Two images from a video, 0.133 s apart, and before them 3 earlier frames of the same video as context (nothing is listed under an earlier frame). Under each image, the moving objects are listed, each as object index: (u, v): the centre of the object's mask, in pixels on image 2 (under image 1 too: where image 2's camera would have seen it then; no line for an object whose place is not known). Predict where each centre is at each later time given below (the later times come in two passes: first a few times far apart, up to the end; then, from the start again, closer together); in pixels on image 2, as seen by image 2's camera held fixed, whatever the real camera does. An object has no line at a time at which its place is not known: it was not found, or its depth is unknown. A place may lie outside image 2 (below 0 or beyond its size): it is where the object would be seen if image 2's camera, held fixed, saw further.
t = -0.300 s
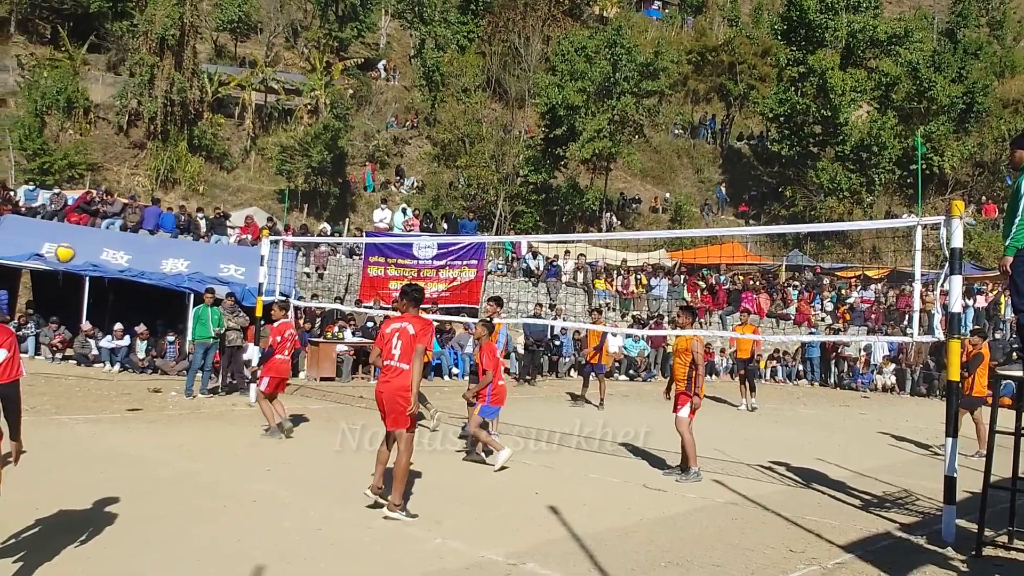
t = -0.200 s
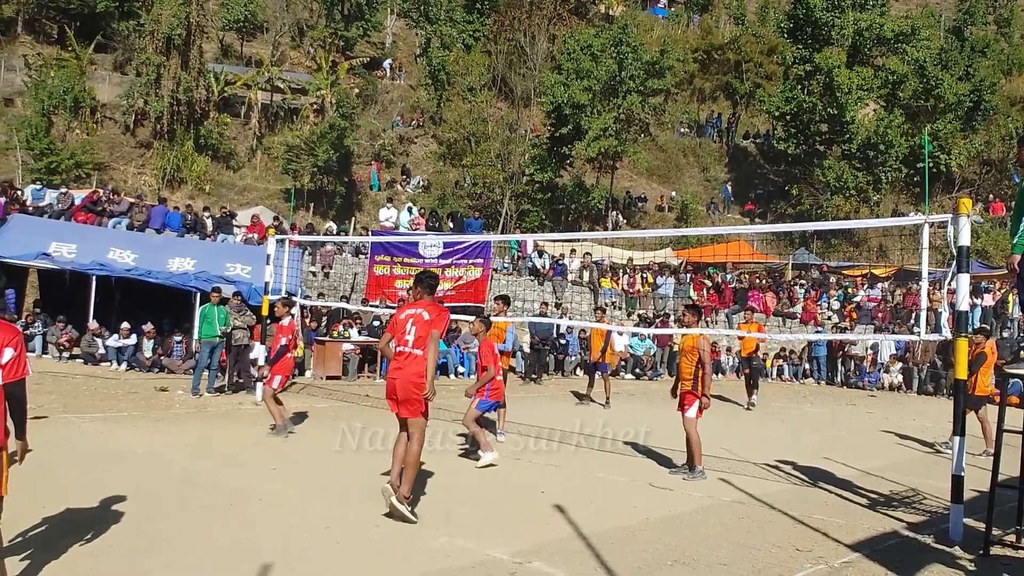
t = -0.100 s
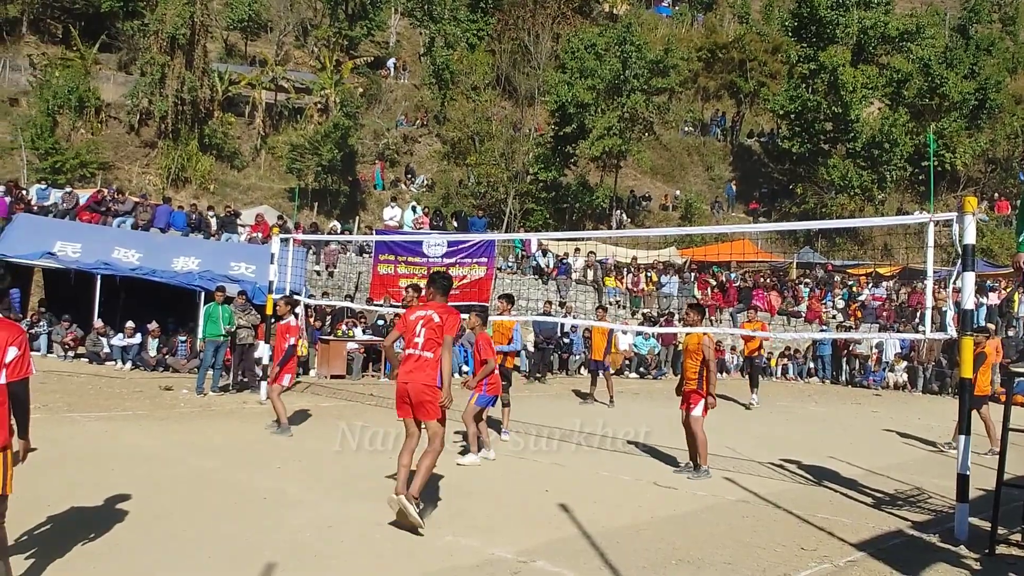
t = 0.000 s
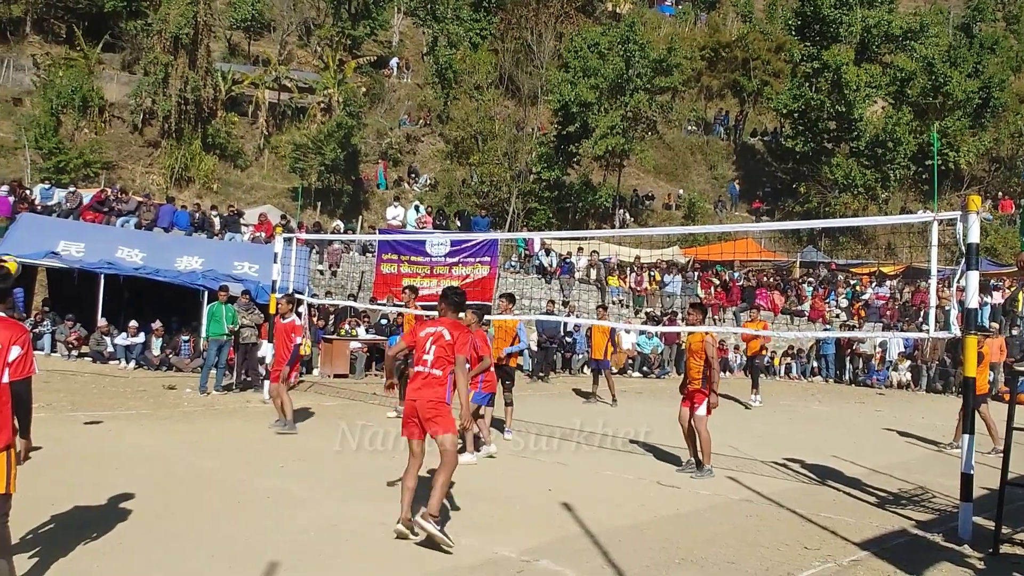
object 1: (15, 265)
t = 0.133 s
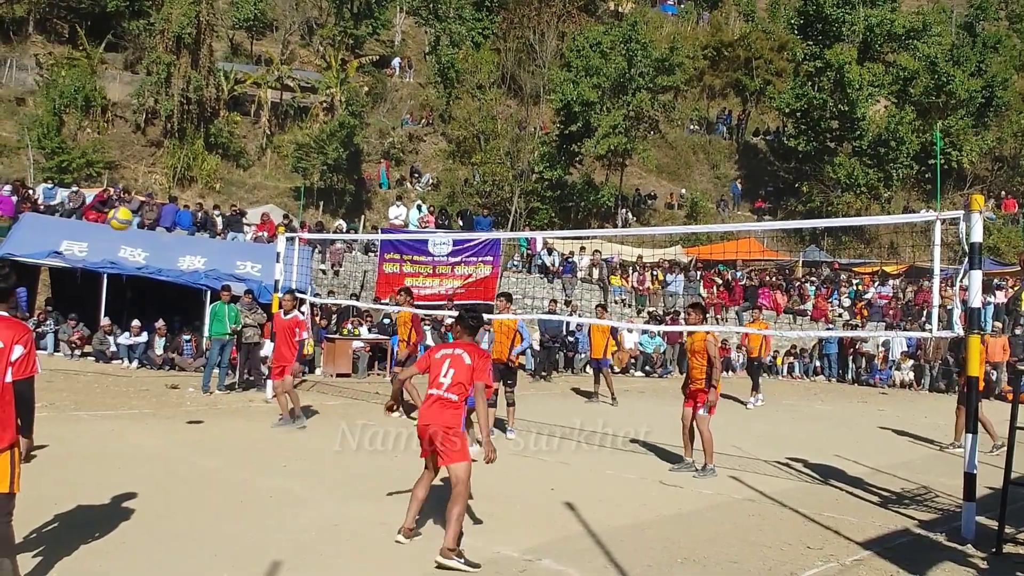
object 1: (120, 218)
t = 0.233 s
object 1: (204, 194)
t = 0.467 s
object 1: (402, 181)
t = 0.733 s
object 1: (646, 249)
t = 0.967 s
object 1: (879, 394)
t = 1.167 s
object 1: (911, 525)
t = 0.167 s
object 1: (147, 210)
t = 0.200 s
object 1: (175, 201)
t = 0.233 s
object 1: (204, 194)
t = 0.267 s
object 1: (229, 188)
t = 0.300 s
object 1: (258, 183)
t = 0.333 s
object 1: (287, 181)
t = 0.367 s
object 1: (316, 180)
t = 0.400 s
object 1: (345, 179)
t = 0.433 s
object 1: (372, 179)
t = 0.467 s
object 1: (402, 181)
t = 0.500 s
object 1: (432, 184)
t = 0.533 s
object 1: (461, 189)
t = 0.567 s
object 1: (491, 196)
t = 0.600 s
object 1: (521, 204)
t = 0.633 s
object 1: (552, 213)
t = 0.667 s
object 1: (583, 224)
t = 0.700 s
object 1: (615, 236)
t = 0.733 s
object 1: (646, 249)
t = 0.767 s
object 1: (678, 266)
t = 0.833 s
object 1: (743, 300)
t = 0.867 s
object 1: (774, 321)
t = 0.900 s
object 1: (809, 344)
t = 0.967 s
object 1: (879, 394)
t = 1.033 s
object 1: (948, 451)
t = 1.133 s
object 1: (941, 512)
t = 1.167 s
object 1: (911, 525)
